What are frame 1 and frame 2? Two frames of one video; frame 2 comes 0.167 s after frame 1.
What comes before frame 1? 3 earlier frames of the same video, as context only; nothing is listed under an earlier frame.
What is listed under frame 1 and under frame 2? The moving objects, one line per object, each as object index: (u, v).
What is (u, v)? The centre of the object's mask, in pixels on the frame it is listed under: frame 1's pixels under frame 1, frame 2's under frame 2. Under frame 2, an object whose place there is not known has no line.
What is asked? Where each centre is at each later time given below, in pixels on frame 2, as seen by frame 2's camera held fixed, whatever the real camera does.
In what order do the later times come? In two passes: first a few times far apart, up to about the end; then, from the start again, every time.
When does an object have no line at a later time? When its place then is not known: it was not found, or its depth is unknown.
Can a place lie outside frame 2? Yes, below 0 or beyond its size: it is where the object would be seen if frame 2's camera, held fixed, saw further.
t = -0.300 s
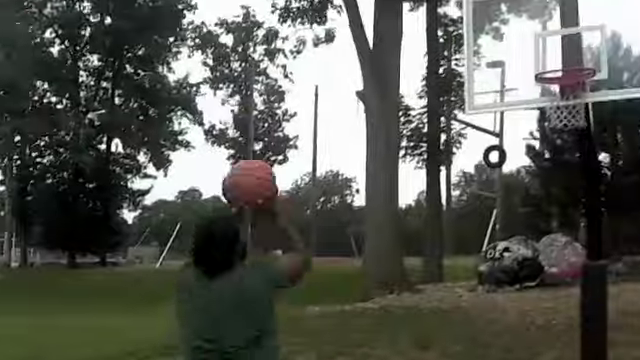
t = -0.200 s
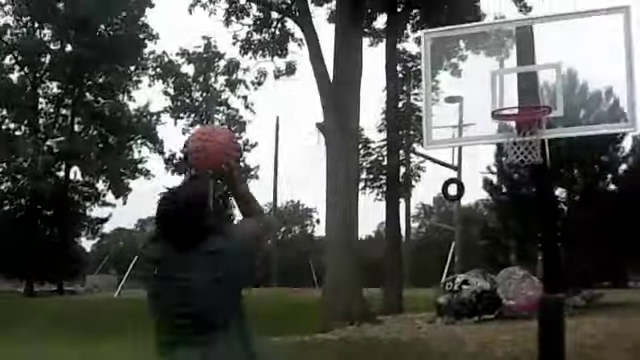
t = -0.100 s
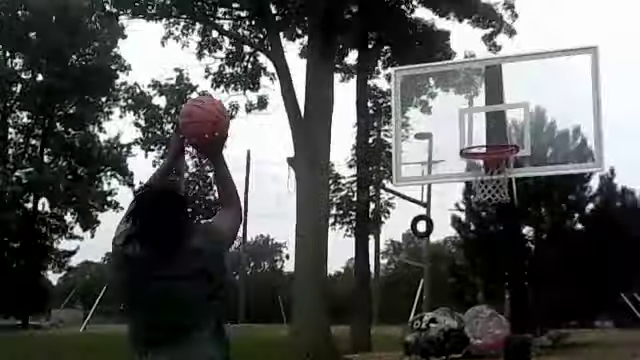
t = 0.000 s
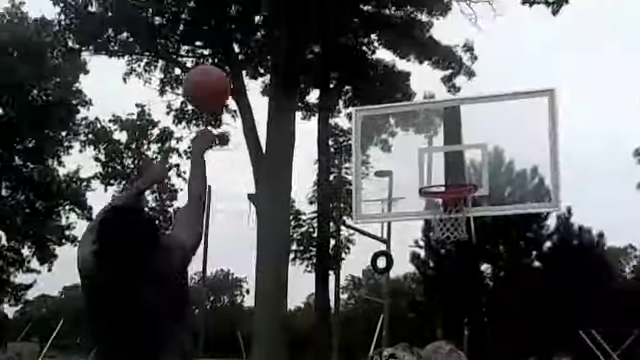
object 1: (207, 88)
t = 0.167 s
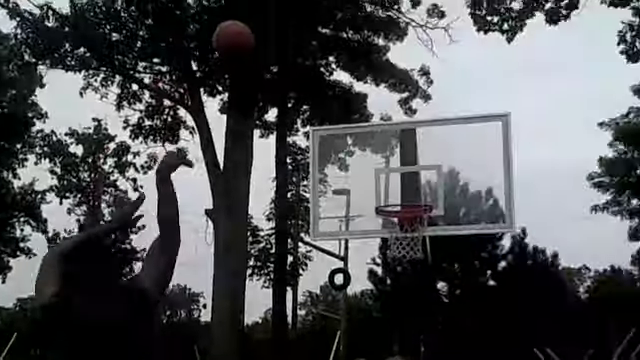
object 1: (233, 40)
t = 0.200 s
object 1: (244, 34)
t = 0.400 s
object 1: (301, 38)
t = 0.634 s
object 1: (349, 95)
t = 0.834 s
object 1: (386, 188)
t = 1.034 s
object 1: (432, 233)
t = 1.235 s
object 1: (445, 283)
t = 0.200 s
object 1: (244, 34)
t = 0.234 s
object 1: (256, 30)
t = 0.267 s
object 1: (266, 28)
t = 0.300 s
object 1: (275, 29)
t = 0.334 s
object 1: (284, 31)
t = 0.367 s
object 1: (293, 35)
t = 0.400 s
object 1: (301, 38)
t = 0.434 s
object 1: (309, 41)
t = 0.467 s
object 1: (316, 46)
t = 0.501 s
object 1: (323, 56)
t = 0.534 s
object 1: (330, 65)
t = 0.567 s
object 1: (336, 76)
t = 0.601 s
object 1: (342, 87)
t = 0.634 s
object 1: (349, 95)
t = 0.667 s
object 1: (356, 111)
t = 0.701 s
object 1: (363, 125)
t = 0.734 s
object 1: (369, 140)
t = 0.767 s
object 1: (375, 150)
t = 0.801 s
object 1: (380, 171)
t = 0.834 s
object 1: (386, 188)
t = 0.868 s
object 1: (390, 205)
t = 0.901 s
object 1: (406, 214)
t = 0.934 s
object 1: (415, 221)
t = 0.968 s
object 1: (427, 229)
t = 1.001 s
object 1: (434, 226)
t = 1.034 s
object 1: (432, 233)
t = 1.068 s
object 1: (432, 238)
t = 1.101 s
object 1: (434, 247)
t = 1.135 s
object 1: (437, 254)
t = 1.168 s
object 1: (440, 263)
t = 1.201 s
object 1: (441, 272)
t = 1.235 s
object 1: (445, 283)
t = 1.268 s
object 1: (449, 296)
